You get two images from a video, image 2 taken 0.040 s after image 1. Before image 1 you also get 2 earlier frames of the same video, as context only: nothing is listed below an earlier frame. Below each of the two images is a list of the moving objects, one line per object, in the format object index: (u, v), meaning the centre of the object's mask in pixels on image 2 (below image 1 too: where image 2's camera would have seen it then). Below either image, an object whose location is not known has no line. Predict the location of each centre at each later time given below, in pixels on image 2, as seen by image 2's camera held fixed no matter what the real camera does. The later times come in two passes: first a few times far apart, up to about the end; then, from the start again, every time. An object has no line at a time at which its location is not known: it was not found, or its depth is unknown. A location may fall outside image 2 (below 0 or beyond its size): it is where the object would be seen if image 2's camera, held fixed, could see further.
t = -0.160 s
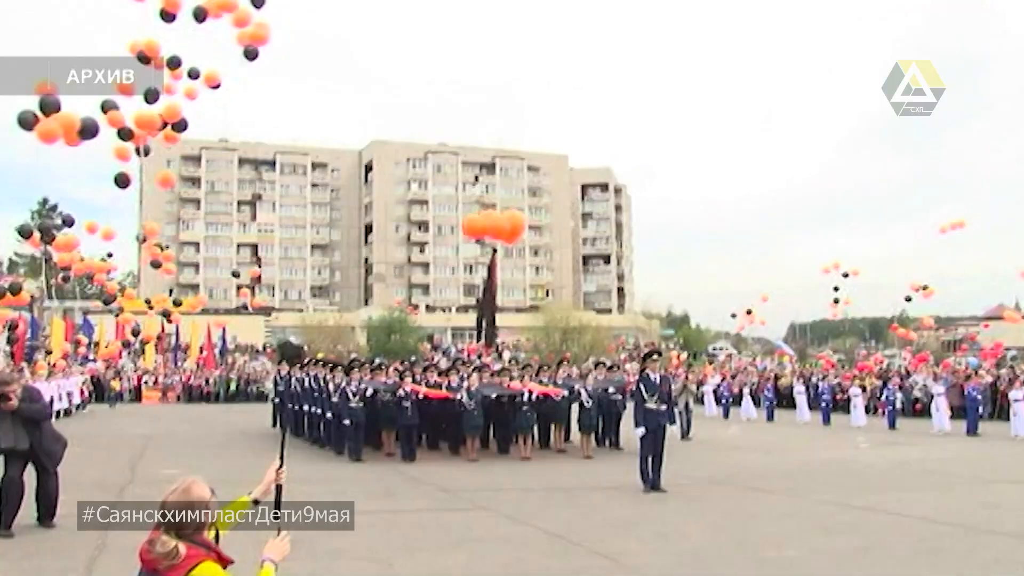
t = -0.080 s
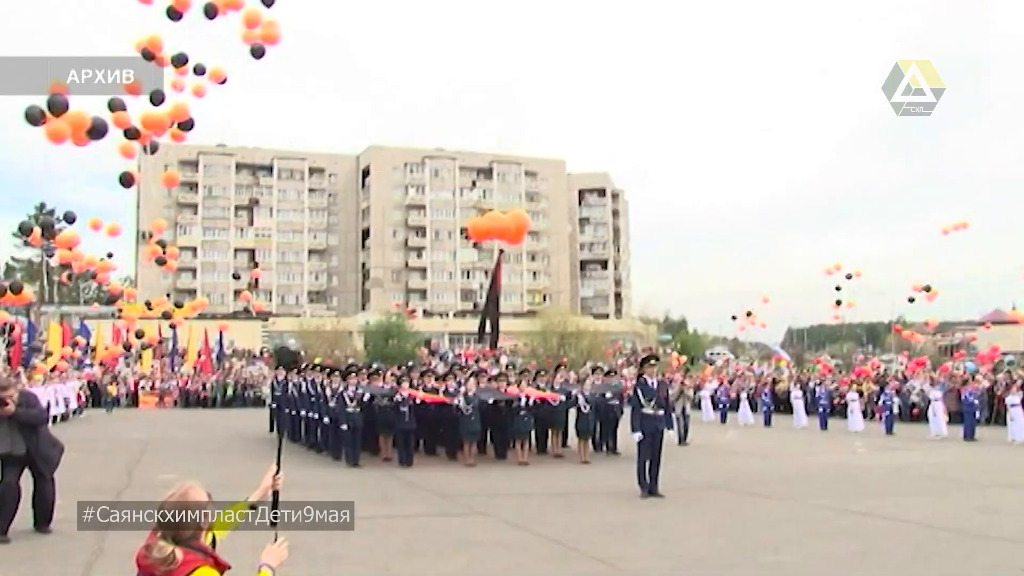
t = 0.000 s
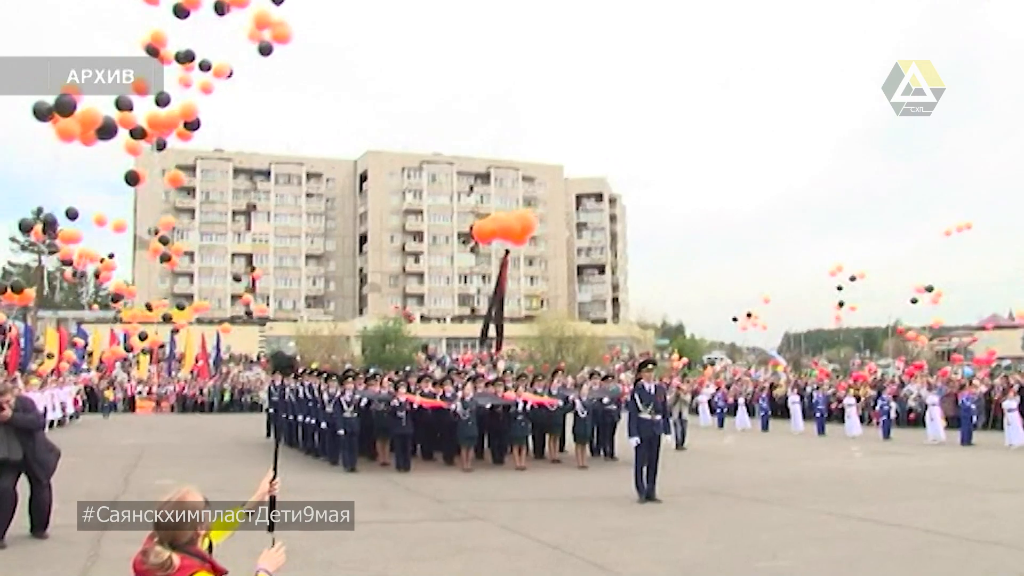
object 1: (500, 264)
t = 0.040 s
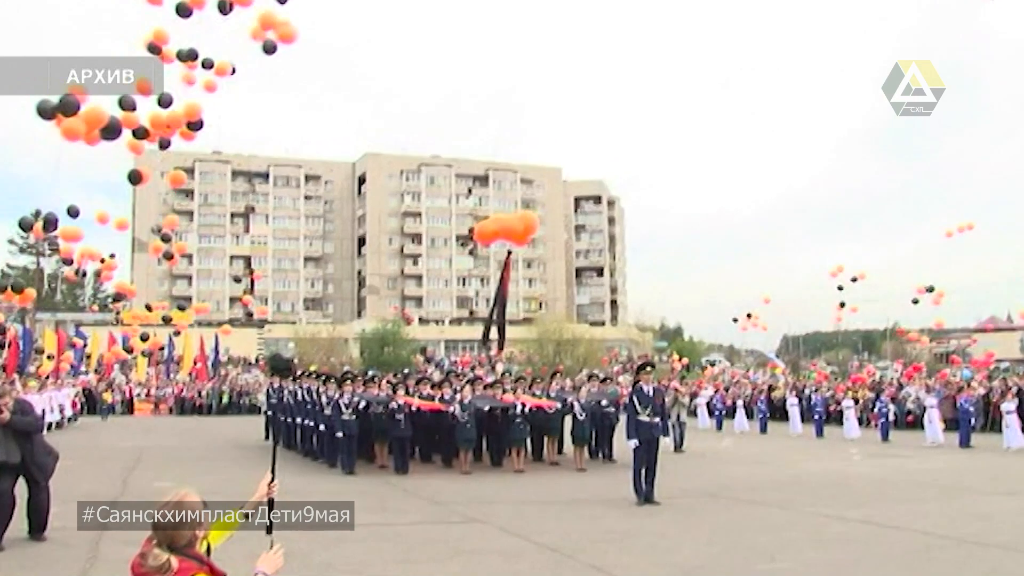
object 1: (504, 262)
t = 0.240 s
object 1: (523, 252)
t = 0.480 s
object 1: (548, 242)
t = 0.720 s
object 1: (573, 232)
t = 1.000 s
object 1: (604, 220)
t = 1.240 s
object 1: (631, 203)
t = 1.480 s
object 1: (659, 185)
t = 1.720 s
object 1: (684, 181)
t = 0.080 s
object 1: (507, 260)
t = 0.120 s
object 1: (512, 257)
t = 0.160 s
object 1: (515, 255)
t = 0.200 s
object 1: (519, 253)
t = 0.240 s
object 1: (523, 252)
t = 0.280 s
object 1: (527, 249)
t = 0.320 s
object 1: (531, 250)
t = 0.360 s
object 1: (535, 248)
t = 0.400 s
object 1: (539, 247)
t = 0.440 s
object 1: (543, 246)
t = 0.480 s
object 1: (548, 242)
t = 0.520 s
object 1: (552, 241)
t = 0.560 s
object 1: (556, 240)
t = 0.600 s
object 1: (560, 239)
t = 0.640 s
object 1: (565, 236)
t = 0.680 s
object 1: (569, 234)
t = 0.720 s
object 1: (573, 232)
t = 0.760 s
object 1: (577, 231)
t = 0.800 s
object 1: (581, 228)
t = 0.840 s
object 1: (586, 225)
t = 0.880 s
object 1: (590, 226)
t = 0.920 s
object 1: (595, 223)
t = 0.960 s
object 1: (599, 220)
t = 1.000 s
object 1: (604, 220)
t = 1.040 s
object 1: (609, 219)
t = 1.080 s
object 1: (613, 216)
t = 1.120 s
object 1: (618, 213)
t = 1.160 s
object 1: (622, 210)
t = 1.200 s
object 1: (627, 207)
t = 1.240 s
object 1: (631, 203)
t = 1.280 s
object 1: (636, 200)
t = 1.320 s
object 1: (640, 196)
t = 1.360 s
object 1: (645, 192)
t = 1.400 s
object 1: (649, 190)
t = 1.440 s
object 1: (654, 187)
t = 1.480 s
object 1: (659, 185)
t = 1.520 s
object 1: (663, 184)
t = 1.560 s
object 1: (668, 183)
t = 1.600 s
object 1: (672, 182)
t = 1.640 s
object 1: (676, 182)
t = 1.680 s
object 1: (680, 182)
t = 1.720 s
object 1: (684, 181)
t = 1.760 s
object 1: (689, 180)
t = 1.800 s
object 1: (693, 179)
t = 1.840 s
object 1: (698, 178)
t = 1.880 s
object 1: (703, 178)
